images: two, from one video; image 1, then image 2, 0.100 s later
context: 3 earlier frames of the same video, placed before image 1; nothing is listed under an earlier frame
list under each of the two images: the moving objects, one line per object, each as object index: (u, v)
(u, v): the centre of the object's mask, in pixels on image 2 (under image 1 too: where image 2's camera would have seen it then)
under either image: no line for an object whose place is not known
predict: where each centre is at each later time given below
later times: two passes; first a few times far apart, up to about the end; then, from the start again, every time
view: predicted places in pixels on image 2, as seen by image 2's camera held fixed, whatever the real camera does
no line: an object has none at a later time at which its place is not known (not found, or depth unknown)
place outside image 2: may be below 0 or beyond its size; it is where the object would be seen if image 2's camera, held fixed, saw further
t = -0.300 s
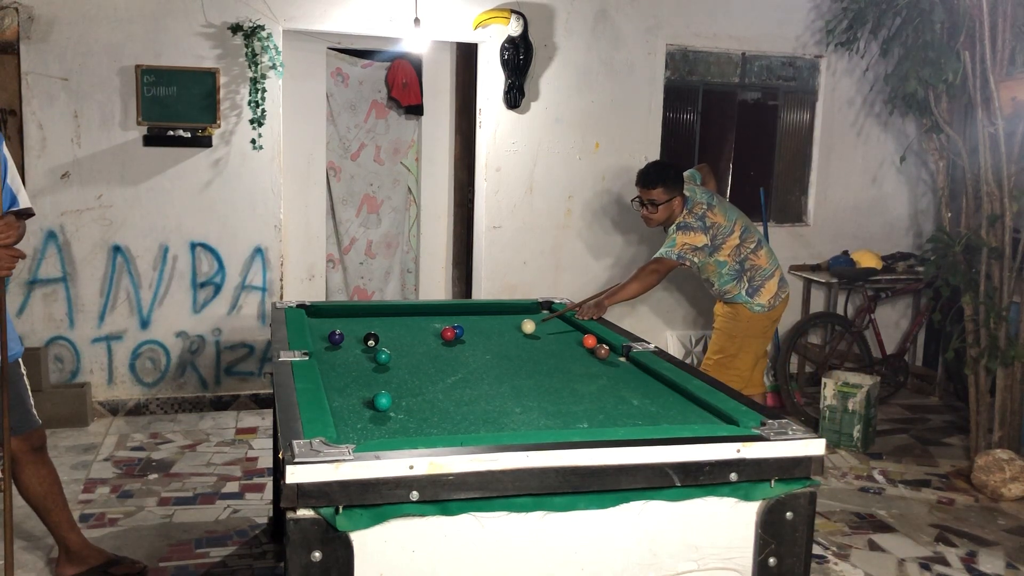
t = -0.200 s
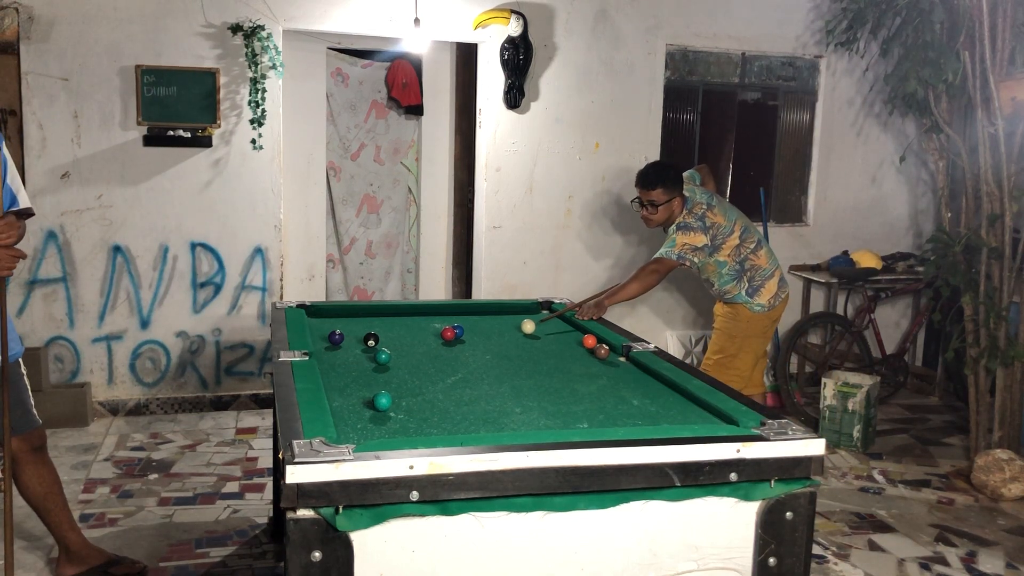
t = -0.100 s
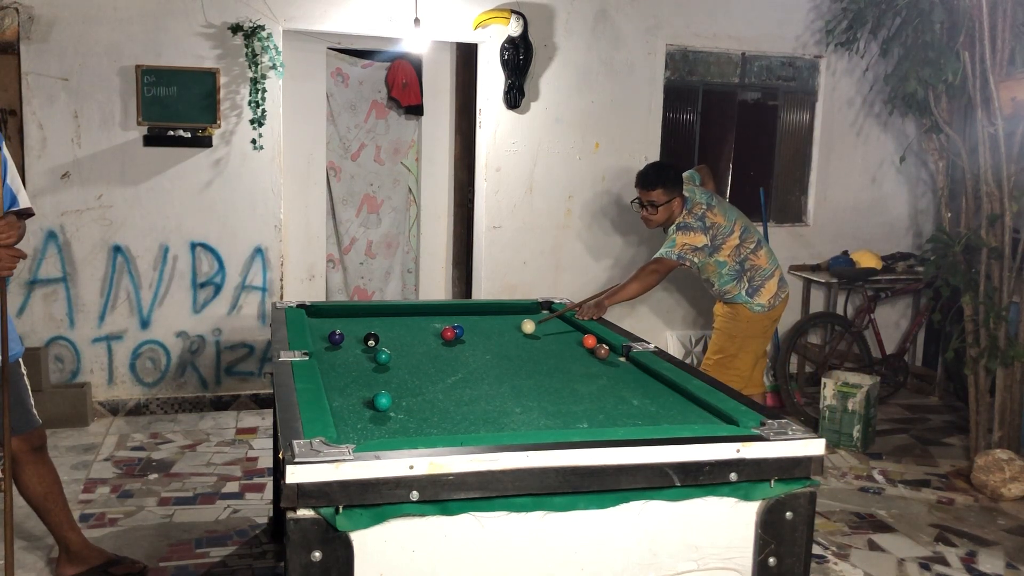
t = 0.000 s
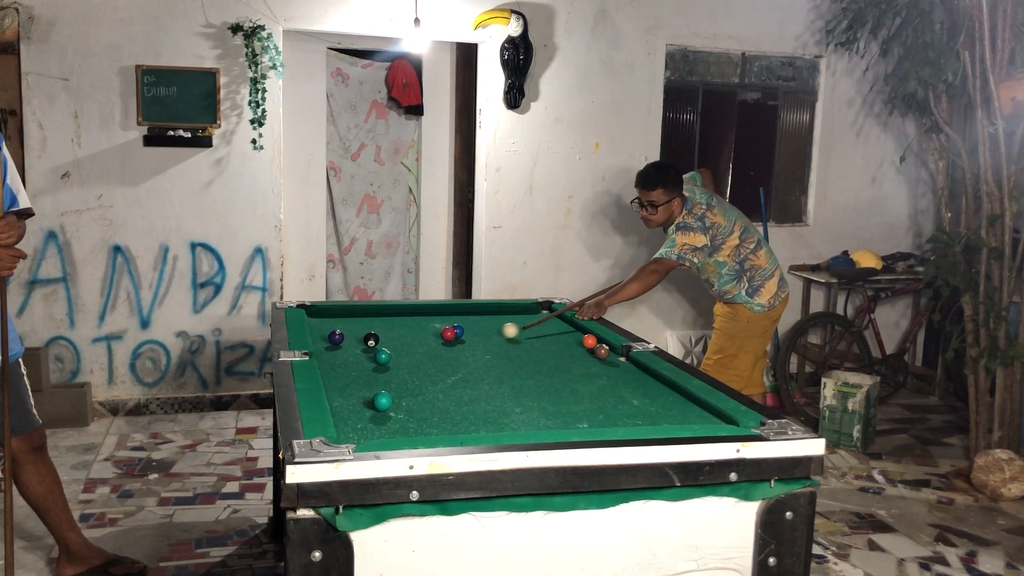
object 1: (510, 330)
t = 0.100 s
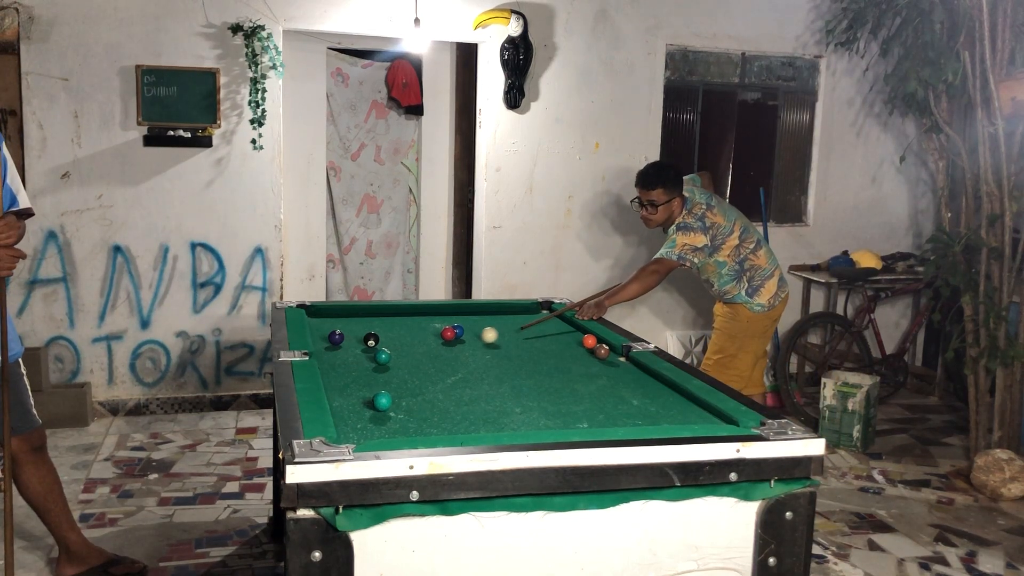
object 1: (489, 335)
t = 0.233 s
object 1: (461, 342)
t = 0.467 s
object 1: (406, 354)
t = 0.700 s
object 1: (390, 364)
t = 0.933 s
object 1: (376, 375)
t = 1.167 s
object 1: (361, 387)
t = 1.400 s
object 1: (344, 399)
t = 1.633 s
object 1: (347, 409)
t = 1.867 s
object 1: (362, 418)
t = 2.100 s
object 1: (376, 426)
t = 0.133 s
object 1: (482, 336)
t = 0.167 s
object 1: (475, 338)
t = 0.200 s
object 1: (468, 340)
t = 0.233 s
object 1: (461, 342)
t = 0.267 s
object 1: (453, 344)
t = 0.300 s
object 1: (445, 345)
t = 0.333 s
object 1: (438, 347)
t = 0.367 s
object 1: (430, 348)
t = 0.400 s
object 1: (422, 350)
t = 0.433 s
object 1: (414, 352)
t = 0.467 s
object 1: (406, 354)
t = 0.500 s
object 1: (400, 355)
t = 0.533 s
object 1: (399, 357)
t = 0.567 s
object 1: (397, 358)
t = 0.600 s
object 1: (396, 360)
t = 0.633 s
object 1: (394, 361)
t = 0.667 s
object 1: (392, 363)
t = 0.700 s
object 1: (390, 364)
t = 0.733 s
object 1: (388, 366)
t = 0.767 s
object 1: (386, 367)
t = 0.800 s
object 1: (384, 369)
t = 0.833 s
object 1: (382, 370)
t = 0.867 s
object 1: (380, 372)
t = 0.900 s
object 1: (378, 374)
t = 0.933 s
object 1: (376, 375)
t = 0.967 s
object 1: (374, 377)
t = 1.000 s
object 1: (372, 378)
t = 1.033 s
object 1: (370, 380)
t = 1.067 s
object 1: (368, 382)
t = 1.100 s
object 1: (365, 383)
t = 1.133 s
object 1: (363, 385)
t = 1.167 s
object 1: (361, 387)
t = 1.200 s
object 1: (359, 388)
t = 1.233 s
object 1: (356, 390)
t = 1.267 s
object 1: (354, 392)
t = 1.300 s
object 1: (352, 394)
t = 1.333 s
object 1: (349, 395)
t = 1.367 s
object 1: (347, 397)
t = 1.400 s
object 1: (344, 399)
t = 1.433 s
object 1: (342, 401)
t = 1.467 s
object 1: (340, 402)
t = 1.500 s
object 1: (339, 404)
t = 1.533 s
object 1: (341, 406)
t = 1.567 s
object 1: (343, 407)
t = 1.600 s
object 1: (345, 408)
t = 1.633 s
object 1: (347, 409)
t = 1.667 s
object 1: (349, 411)
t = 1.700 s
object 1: (352, 412)
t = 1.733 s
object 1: (354, 413)
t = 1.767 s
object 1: (356, 414)
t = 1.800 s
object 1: (358, 415)
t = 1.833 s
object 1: (360, 417)
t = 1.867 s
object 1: (362, 418)
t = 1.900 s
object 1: (364, 419)
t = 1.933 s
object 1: (366, 420)
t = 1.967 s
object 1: (368, 422)
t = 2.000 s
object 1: (370, 423)
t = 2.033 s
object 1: (372, 424)
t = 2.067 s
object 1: (374, 425)
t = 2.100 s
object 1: (376, 426)
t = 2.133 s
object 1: (378, 427)
